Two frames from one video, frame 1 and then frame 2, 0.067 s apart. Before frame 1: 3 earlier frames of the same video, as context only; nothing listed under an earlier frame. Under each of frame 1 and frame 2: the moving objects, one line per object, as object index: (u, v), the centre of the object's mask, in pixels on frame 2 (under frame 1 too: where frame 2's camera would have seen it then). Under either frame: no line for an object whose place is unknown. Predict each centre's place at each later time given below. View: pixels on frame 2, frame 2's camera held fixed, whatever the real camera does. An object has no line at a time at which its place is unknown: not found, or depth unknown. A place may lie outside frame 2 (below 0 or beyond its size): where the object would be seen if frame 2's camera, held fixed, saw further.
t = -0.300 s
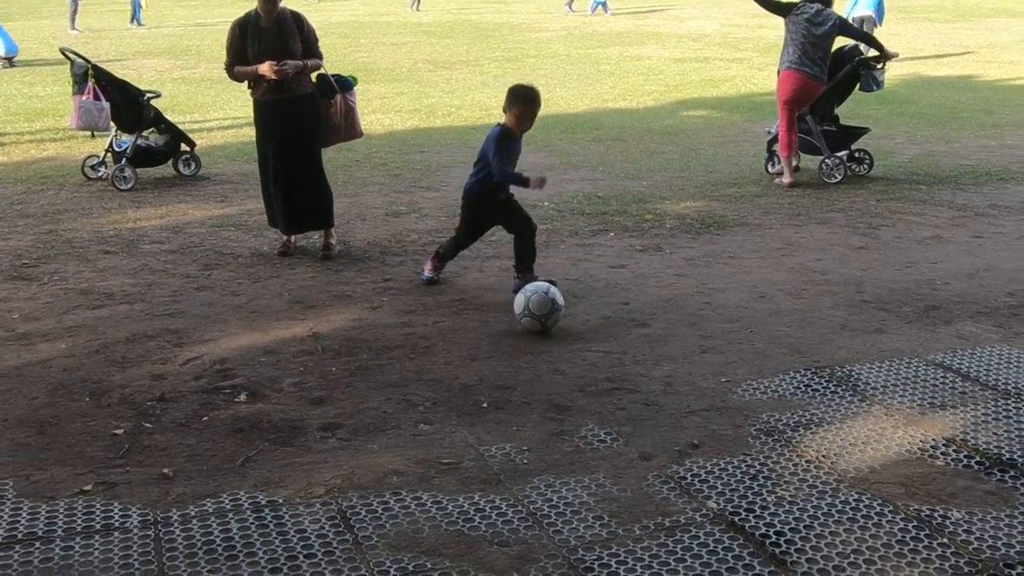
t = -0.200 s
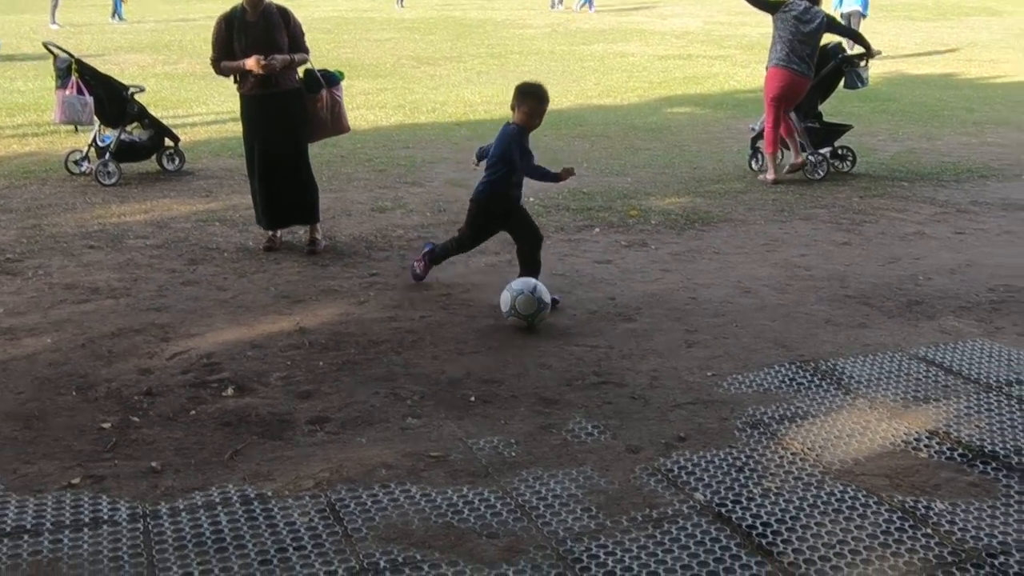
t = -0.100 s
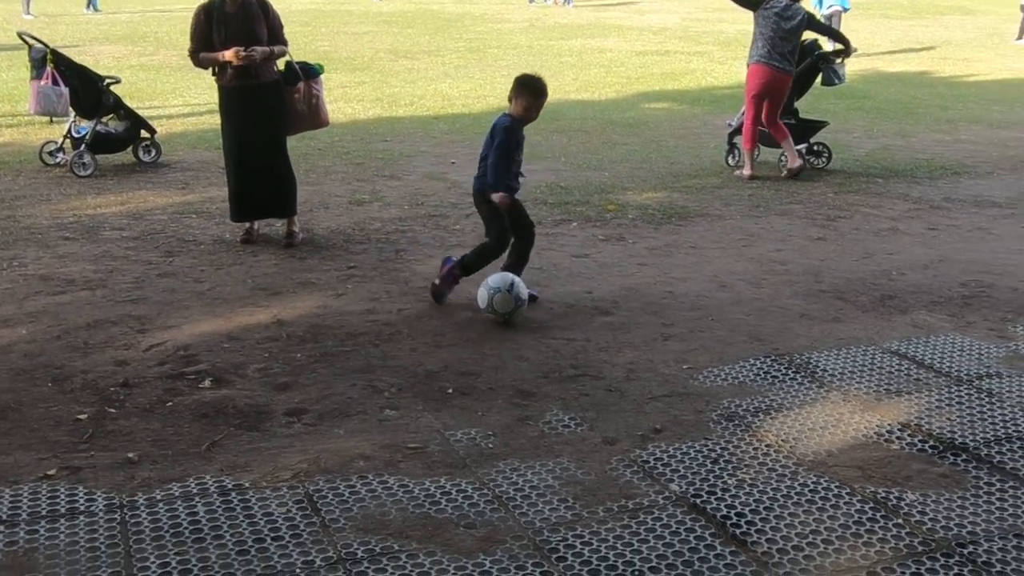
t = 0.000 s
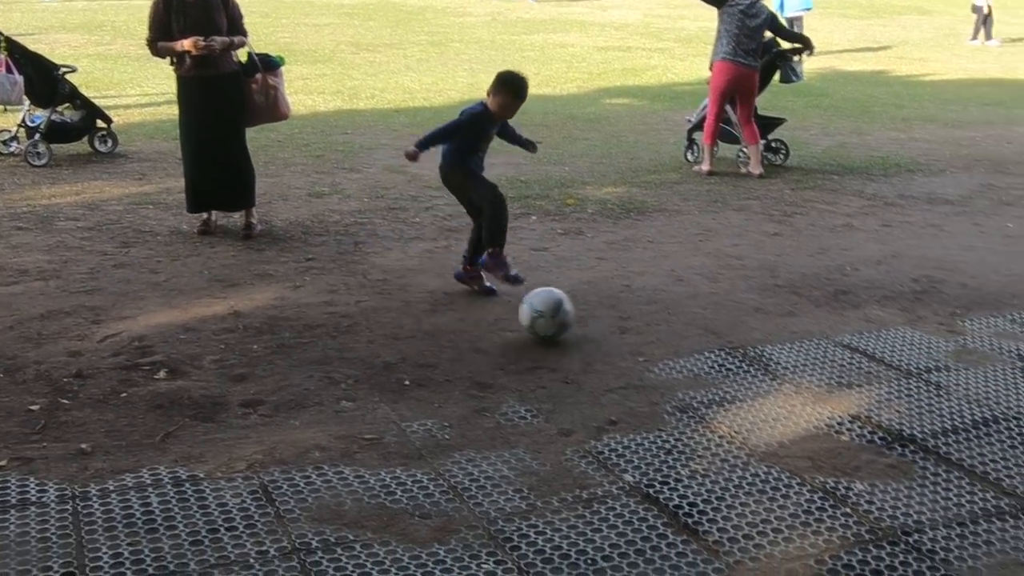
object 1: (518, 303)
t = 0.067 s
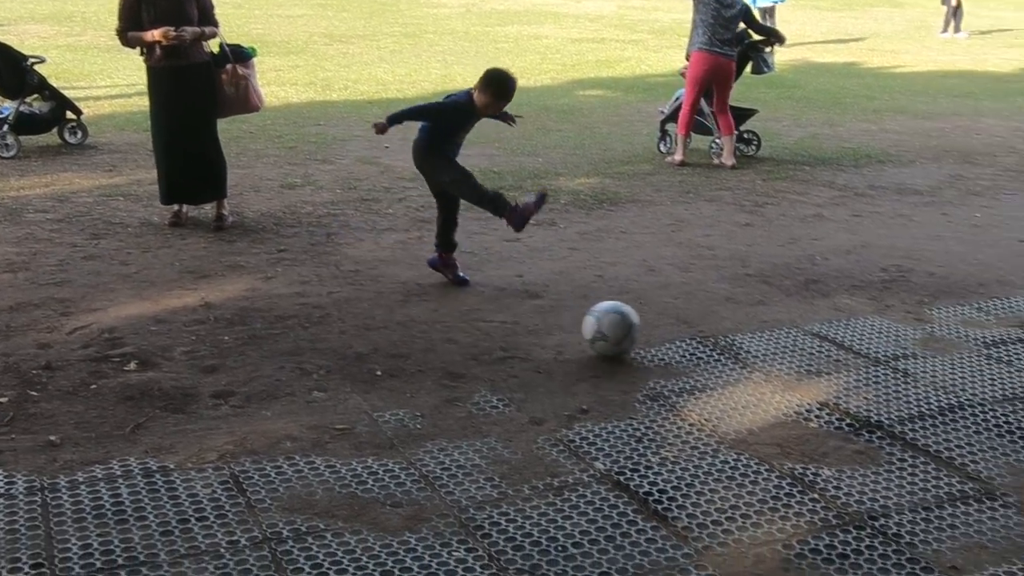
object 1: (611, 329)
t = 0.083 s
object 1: (635, 333)
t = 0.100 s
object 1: (659, 338)
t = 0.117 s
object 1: (683, 345)
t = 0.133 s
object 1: (706, 353)
